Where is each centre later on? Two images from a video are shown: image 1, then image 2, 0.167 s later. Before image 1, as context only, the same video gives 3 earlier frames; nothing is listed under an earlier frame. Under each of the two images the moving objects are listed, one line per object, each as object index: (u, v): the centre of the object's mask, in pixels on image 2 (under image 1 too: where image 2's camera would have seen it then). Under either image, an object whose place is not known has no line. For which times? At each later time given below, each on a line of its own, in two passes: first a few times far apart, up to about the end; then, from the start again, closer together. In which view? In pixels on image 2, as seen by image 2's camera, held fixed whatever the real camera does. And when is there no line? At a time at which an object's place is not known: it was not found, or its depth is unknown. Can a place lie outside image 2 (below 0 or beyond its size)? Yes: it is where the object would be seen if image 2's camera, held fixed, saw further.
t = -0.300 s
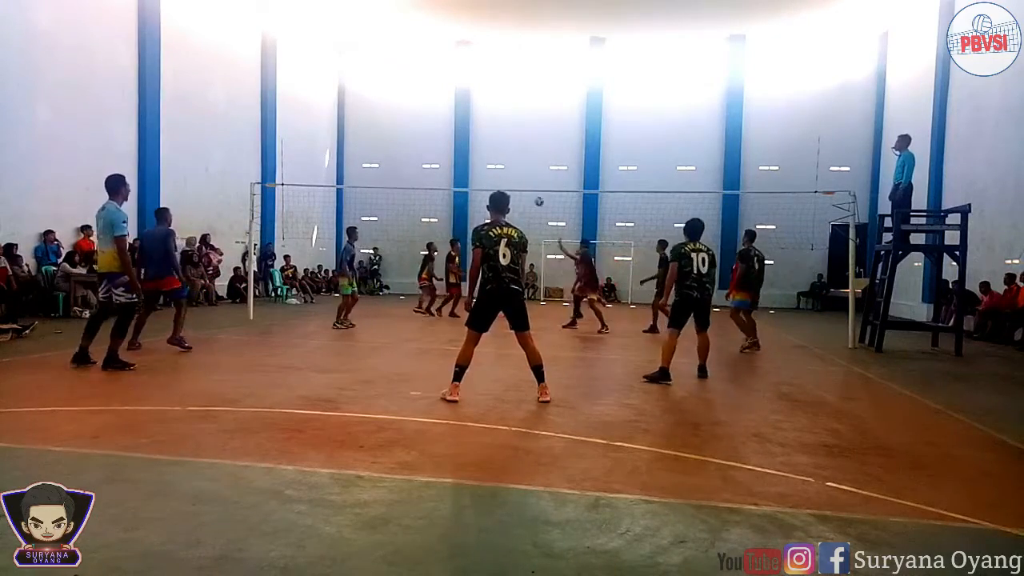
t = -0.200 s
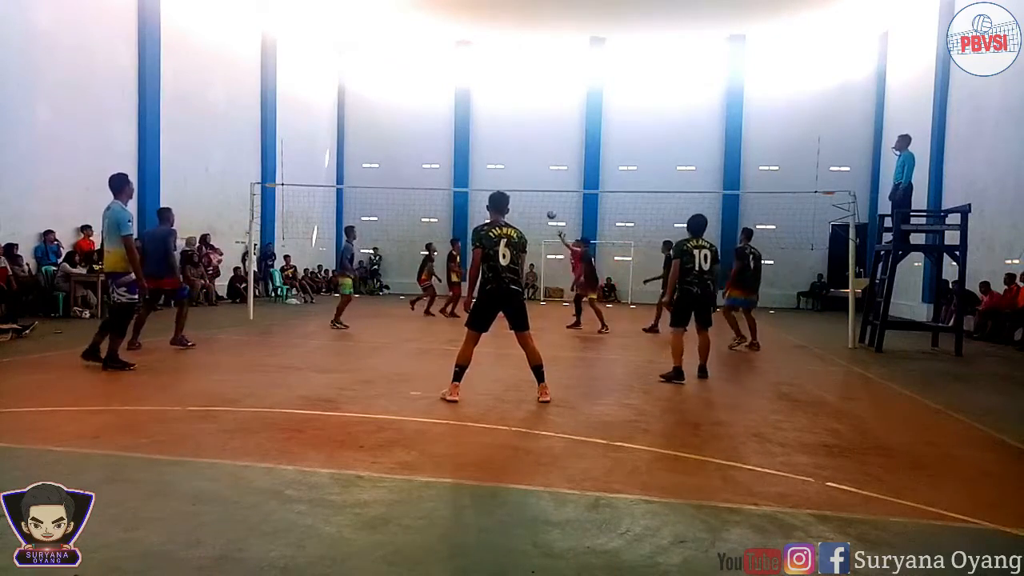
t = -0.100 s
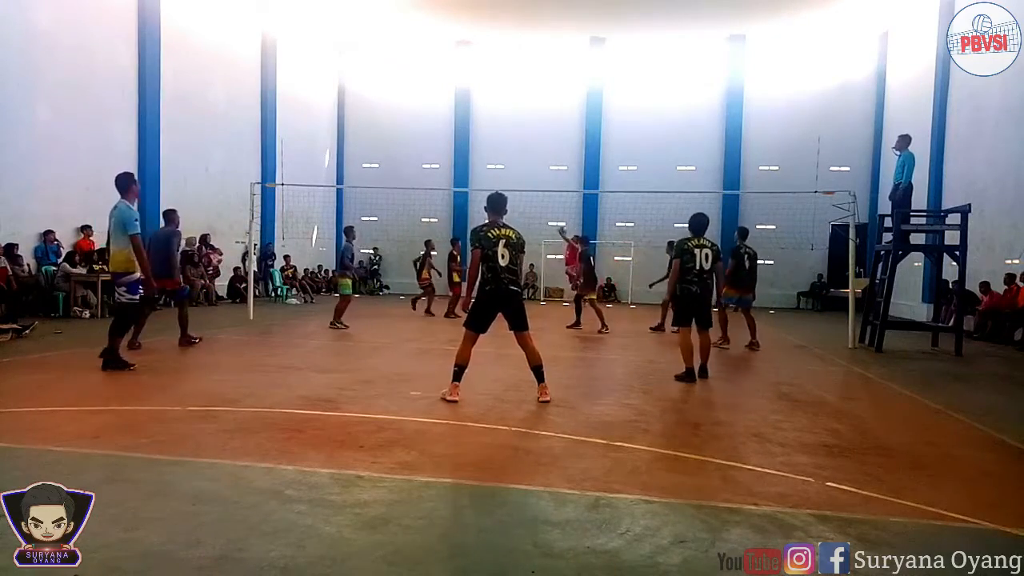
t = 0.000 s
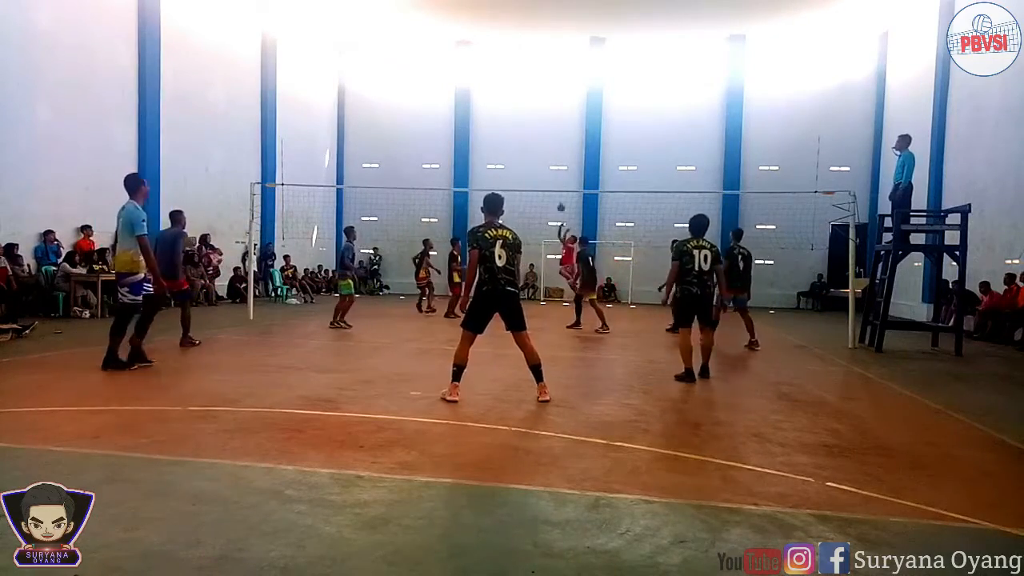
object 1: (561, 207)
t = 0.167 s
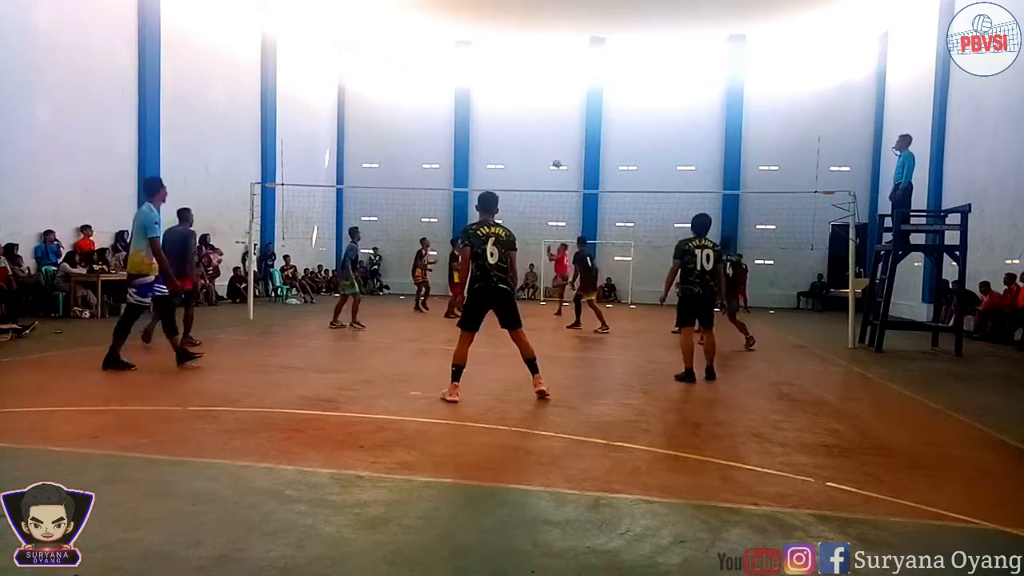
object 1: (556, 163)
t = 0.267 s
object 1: (554, 142)
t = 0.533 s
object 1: (545, 108)
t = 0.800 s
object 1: (535, 109)
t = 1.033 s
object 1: (525, 133)
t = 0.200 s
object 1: (556, 156)
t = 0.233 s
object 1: (555, 148)
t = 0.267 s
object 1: (554, 142)
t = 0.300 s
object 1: (553, 136)
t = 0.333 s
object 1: (552, 131)
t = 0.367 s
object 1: (550, 126)
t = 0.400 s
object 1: (549, 121)
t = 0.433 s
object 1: (548, 117)
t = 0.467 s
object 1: (547, 114)
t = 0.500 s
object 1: (546, 111)
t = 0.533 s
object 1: (545, 108)
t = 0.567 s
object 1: (544, 107)
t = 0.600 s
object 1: (542, 106)
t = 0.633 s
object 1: (542, 105)
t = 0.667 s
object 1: (540, 105)
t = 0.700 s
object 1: (539, 105)
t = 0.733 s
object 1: (537, 106)
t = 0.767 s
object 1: (536, 107)
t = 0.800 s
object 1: (535, 109)
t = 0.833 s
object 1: (533, 112)
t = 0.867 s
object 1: (532, 115)
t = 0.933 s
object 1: (529, 122)
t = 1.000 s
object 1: (527, 128)
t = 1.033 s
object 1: (525, 133)
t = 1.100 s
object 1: (522, 146)
